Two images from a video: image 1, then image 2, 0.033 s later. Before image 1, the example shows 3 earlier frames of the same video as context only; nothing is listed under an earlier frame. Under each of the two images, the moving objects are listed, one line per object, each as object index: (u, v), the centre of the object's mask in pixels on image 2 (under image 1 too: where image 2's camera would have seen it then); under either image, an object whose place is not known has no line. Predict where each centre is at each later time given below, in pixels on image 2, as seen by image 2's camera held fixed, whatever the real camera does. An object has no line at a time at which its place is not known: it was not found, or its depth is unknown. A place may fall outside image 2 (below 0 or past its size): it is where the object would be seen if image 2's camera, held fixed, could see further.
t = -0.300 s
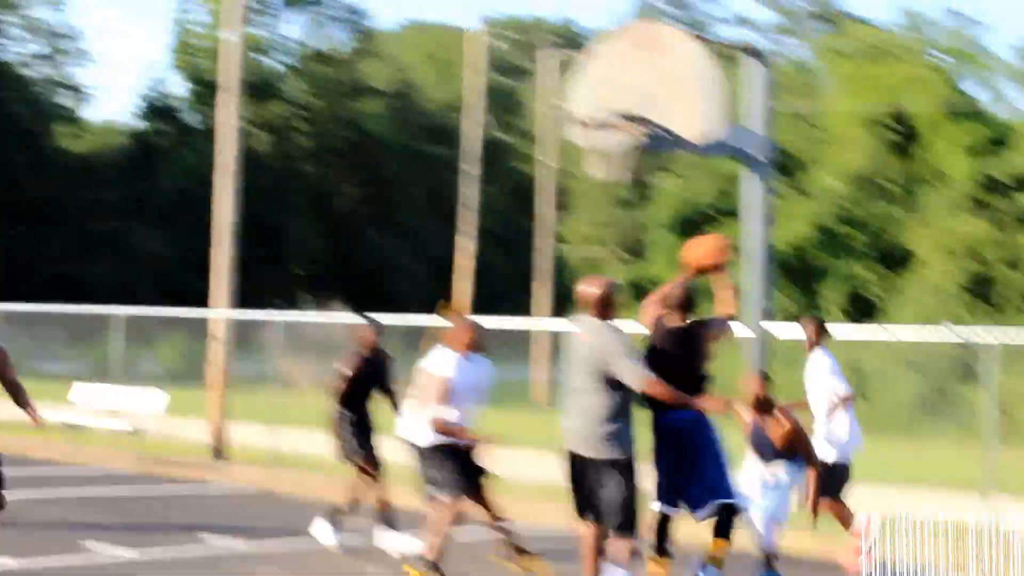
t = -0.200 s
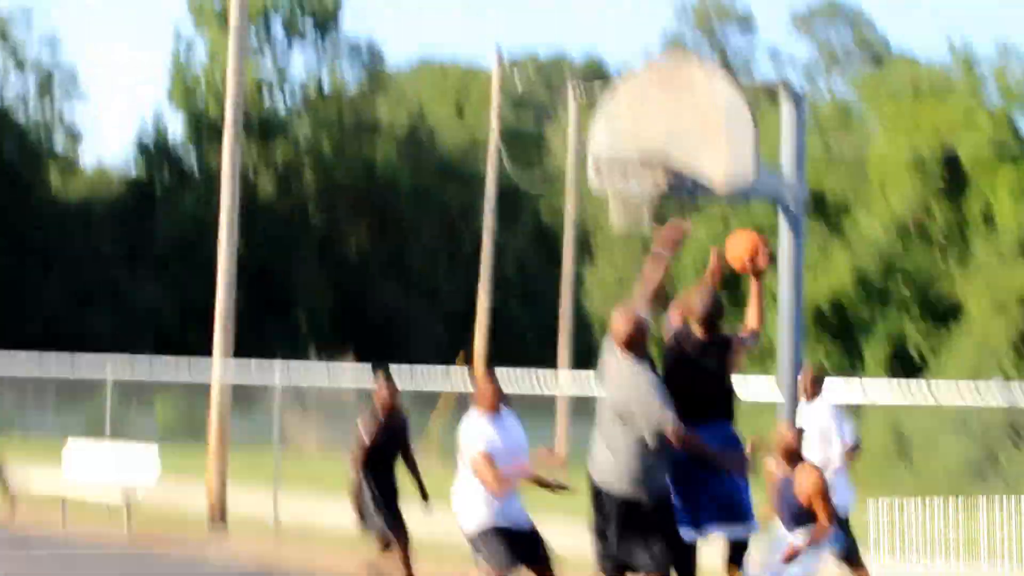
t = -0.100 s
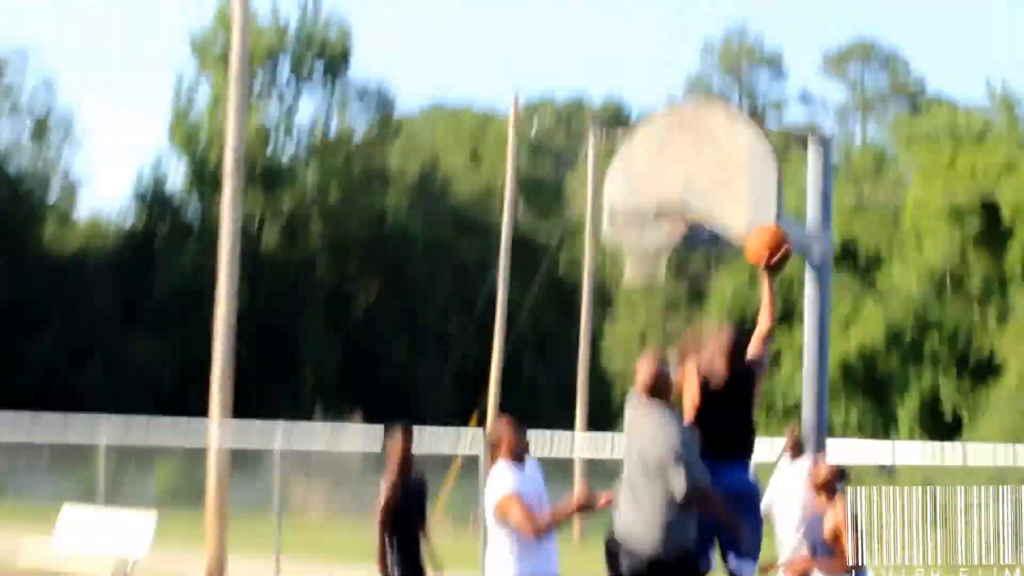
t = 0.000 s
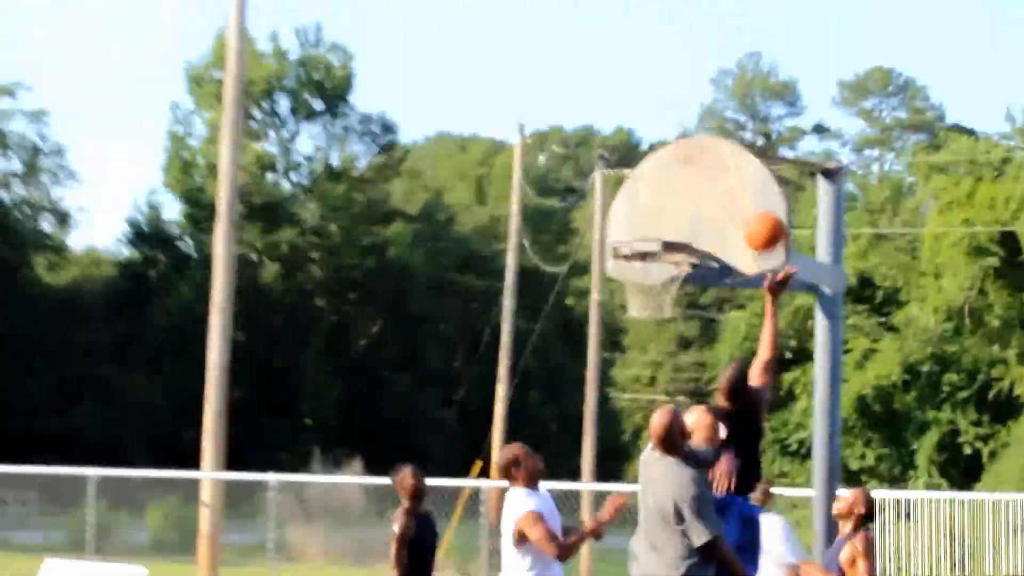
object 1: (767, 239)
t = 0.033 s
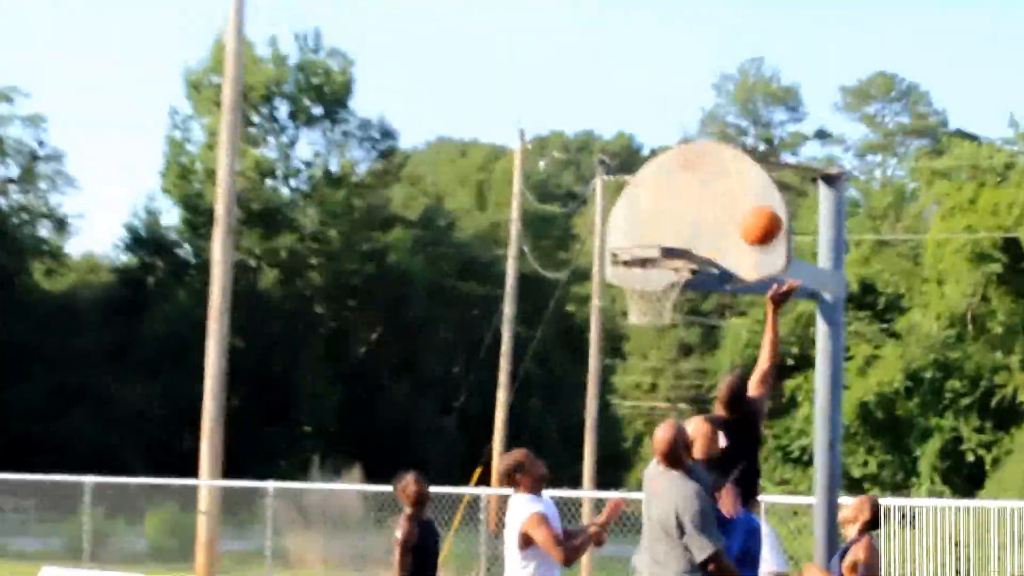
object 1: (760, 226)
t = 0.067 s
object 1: (757, 215)
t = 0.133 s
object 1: (754, 203)
